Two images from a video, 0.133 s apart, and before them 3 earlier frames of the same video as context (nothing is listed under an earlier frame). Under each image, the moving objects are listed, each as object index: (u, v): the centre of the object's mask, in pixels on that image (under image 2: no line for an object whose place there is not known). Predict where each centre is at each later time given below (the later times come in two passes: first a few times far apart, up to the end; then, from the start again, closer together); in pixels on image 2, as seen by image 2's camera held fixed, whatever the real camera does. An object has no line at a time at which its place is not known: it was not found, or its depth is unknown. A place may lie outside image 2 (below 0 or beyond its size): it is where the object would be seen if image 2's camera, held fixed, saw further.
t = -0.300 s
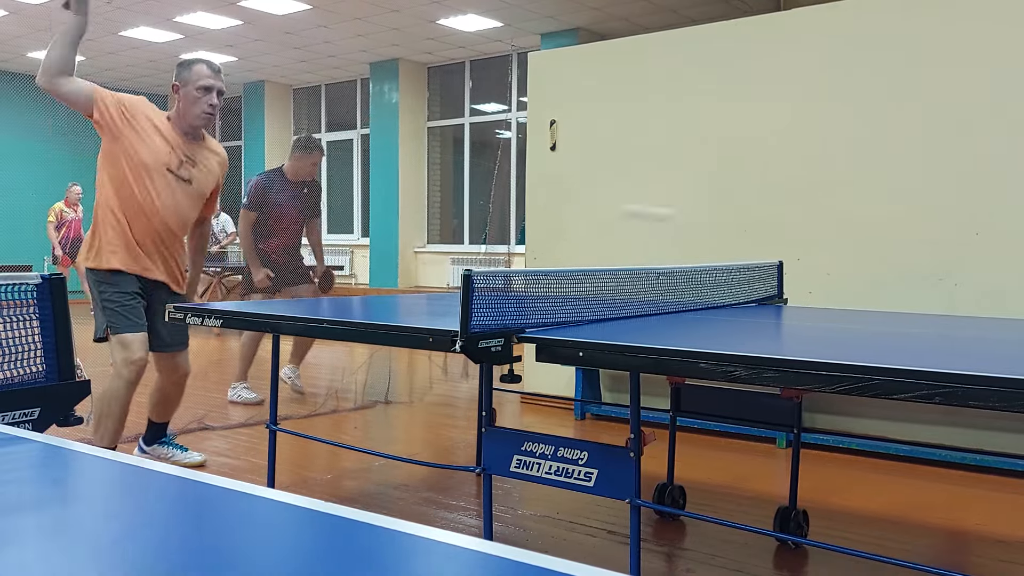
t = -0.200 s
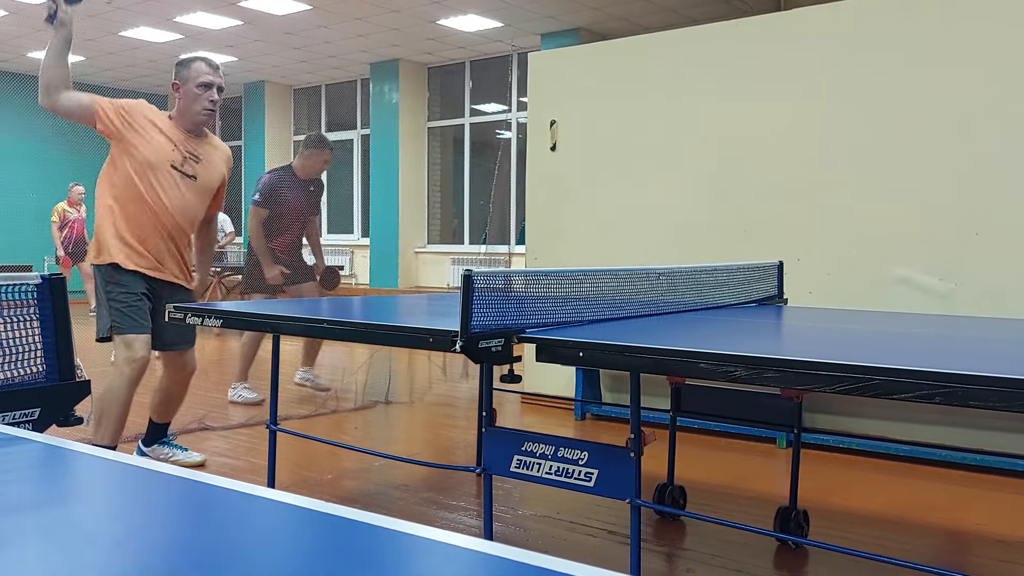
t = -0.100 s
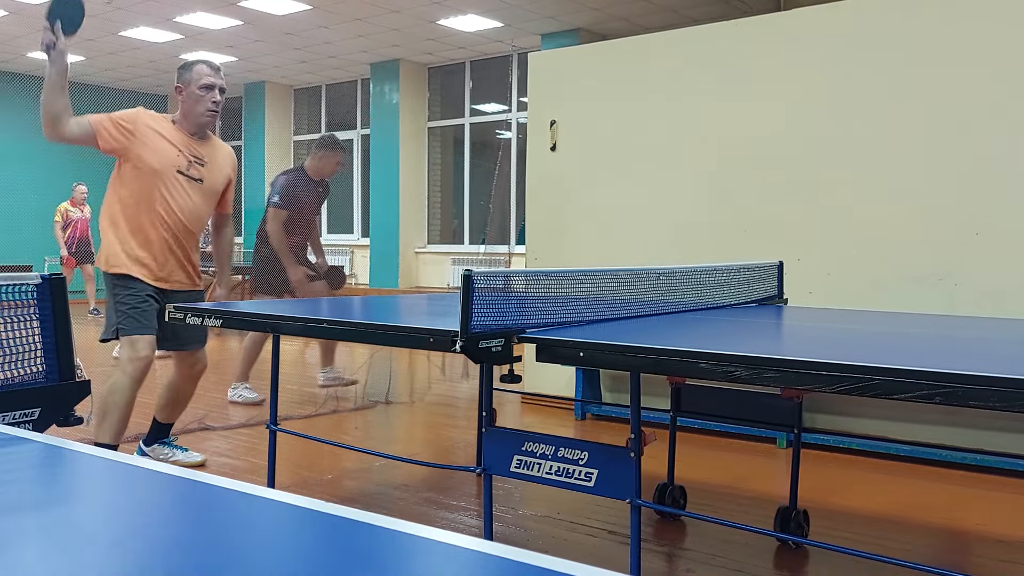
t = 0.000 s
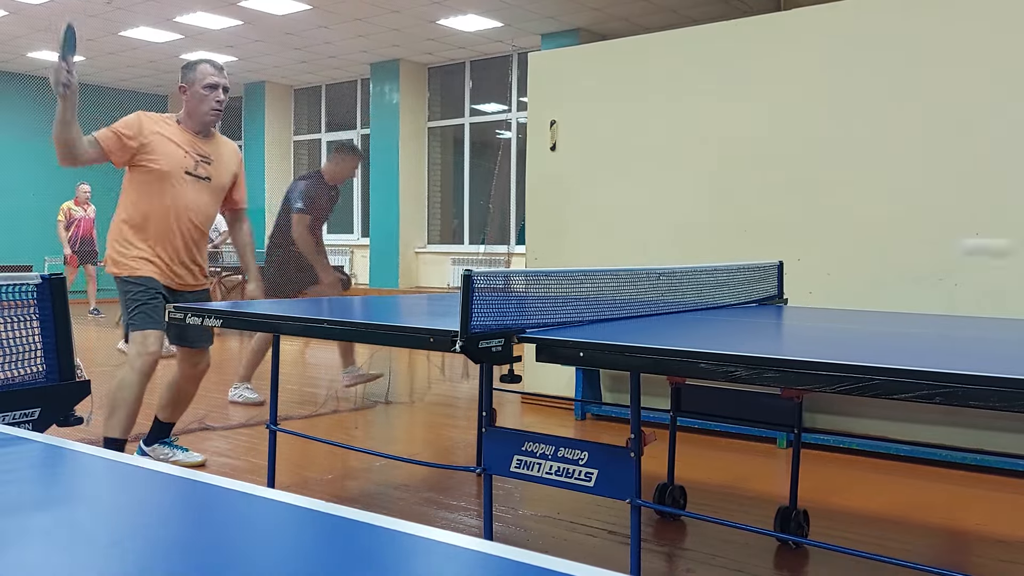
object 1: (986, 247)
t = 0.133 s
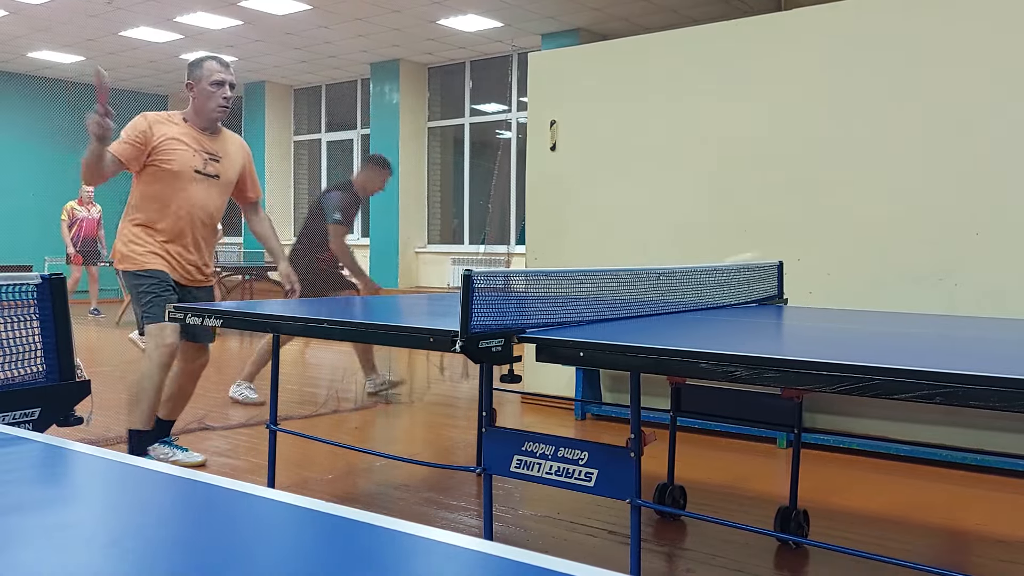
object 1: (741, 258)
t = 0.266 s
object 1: (638, 307)
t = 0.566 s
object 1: (720, 312)
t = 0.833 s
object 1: (801, 318)
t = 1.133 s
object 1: (898, 324)
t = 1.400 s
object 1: (991, 330)
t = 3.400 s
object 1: (1019, 334)
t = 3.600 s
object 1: (1000, 333)
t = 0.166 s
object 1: (685, 273)
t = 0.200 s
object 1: (652, 283)
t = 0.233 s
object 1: (633, 300)
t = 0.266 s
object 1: (638, 307)
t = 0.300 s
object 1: (647, 310)
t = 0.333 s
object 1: (655, 308)
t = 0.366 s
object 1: (664, 309)
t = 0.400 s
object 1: (674, 309)
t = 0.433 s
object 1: (683, 310)
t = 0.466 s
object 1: (692, 311)
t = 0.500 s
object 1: (701, 311)
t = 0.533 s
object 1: (711, 312)
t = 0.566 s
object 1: (720, 312)
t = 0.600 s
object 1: (730, 314)
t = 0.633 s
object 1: (740, 314)
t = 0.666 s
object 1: (750, 314)
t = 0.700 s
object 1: (759, 315)
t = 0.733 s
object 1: (769, 316)
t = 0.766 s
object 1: (779, 317)
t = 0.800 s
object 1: (790, 317)
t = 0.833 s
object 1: (801, 318)
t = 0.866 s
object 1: (811, 319)
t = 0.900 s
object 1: (821, 319)
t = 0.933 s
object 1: (832, 320)
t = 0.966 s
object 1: (842, 321)
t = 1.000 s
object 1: (853, 321)
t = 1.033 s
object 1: (864, 322)
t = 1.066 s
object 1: (875, 323)
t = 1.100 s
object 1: (886, 323)
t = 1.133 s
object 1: (898, 324)
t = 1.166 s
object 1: (910, 325)
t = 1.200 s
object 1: (921, 326)
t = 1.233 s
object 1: (932, 326)
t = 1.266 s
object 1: (944, 327)
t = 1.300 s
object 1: (956, 328)
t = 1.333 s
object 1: (968, 329)
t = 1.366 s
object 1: (980, 329)
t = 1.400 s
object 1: (991, 330)
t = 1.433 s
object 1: (1004, 330)
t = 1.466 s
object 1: (1015, 331)
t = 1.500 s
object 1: (1021, 332)
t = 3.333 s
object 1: (1022, 333)
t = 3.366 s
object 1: (1021, 333)
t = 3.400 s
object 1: (1019, 334)
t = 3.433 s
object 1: (1017, 334)
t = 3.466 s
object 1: (1015, 334)
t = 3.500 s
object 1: (1012, 333)
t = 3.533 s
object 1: (1008, 333)
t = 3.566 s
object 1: (1004, 333)
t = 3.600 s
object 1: (1000, 333)
